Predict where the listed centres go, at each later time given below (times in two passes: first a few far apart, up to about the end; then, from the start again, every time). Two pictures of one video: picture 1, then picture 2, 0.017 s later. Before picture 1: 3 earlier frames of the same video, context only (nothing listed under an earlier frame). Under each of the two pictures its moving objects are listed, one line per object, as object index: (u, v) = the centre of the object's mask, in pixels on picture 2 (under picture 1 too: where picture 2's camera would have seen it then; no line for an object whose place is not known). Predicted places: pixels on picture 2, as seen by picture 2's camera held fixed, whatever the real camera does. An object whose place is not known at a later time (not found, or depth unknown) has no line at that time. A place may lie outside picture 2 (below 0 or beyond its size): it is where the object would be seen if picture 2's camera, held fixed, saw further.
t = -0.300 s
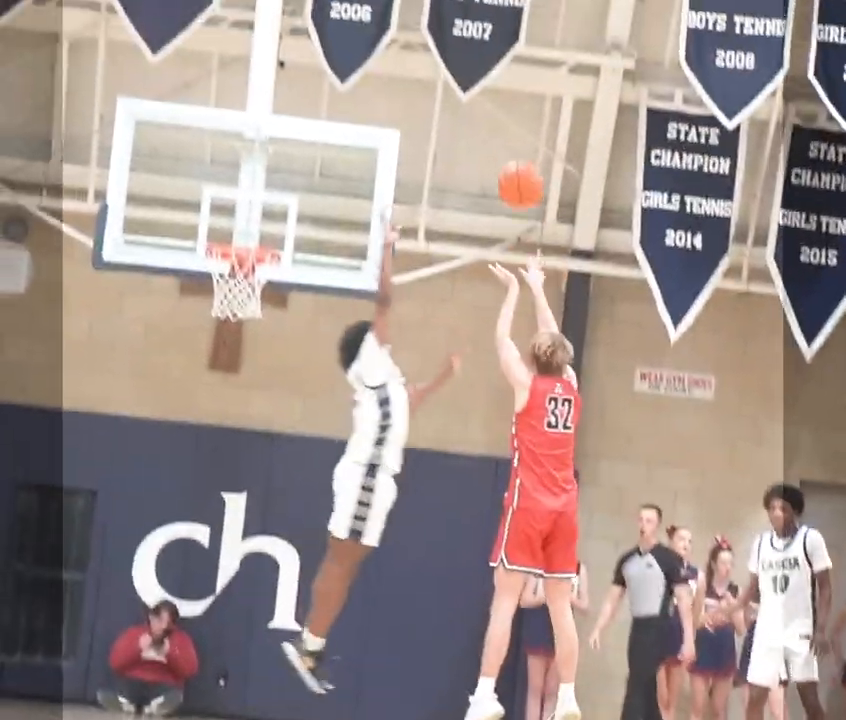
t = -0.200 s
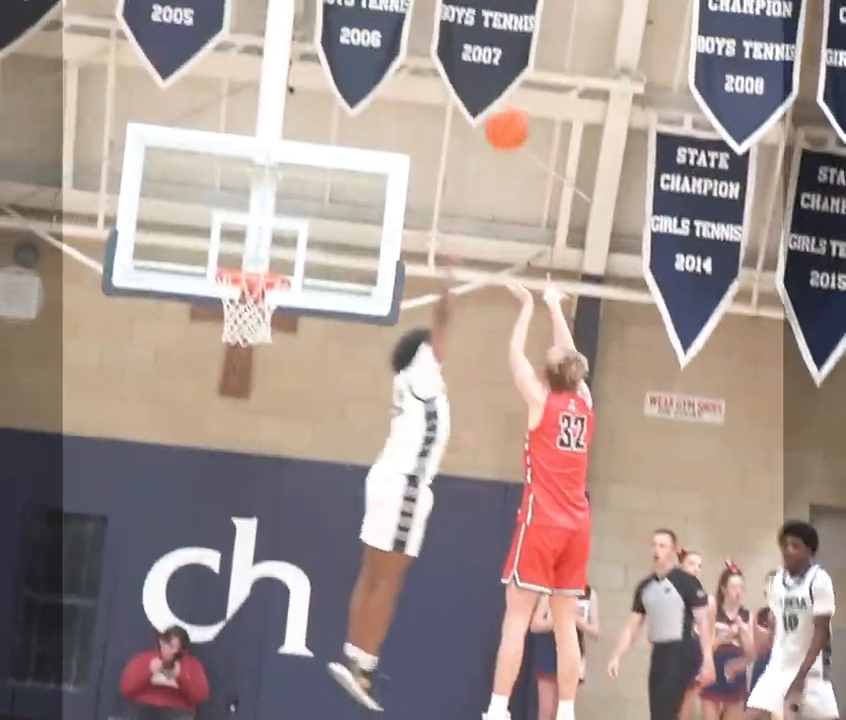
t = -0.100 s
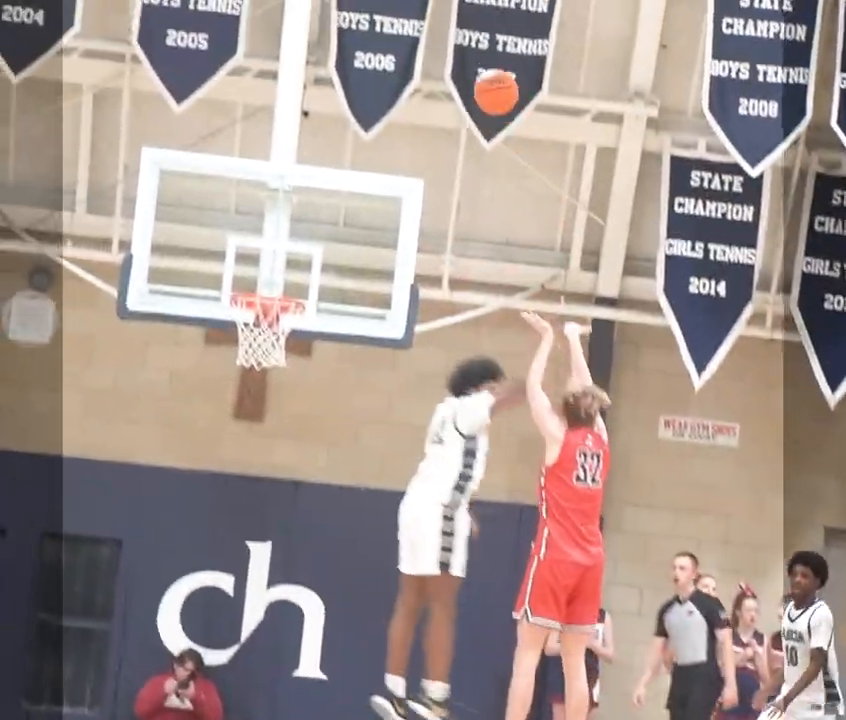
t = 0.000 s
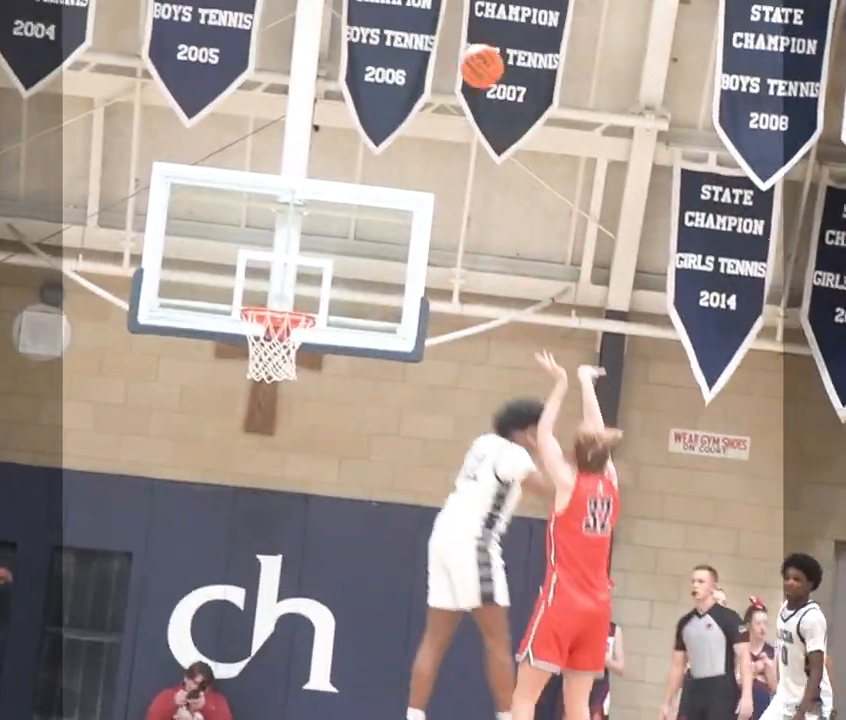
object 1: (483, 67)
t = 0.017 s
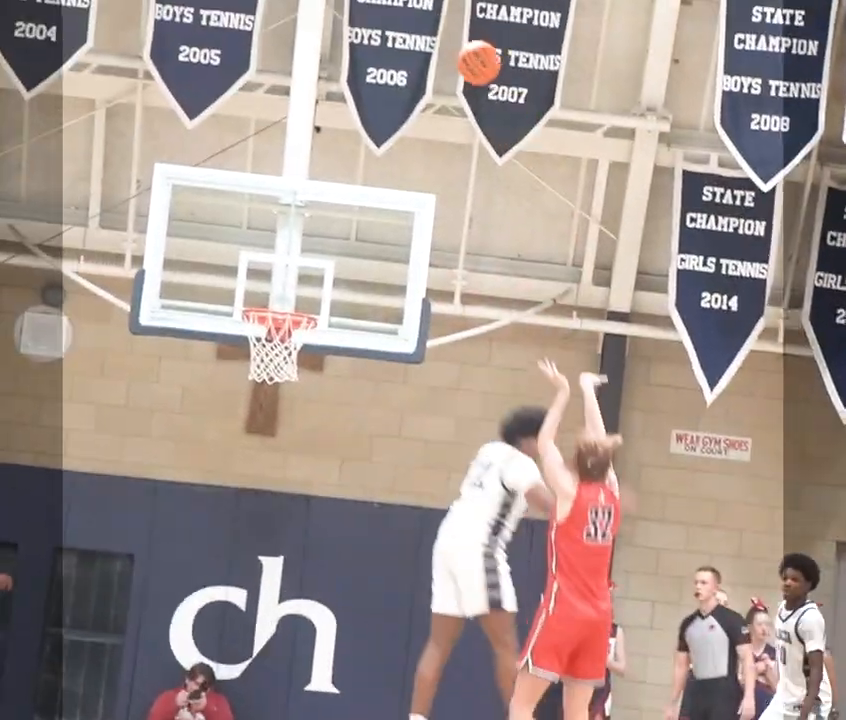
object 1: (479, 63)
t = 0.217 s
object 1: (425, 43)
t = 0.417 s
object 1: (369, 87)
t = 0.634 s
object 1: (305, 200)
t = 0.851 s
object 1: (312, 298)
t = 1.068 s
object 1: (400, 240)
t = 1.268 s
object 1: (477, 248)
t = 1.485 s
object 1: (552, 327)
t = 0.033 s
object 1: (474, 58)
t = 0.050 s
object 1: (470, 54)
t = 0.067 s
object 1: (466, 51)
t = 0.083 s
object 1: (462, 48)
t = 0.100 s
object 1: (457, 46)
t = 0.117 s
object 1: (452, 44)
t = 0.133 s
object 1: (448, 42)
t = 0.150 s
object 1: (443, 41)
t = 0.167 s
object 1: (439, 41)
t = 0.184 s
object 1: (434, 41)
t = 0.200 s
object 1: (431, 42)
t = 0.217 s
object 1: (425, 43)
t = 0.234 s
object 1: (421, 44)
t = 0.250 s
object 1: (416, 46)
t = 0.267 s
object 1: (412, 48)
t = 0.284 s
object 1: (407, 51)
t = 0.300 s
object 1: (403, 54)
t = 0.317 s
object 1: (398, 57)
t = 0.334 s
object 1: (393, 61)
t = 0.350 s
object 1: (389, 66)
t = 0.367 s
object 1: (383, 71)
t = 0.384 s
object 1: (379, 76)
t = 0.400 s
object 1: (374, 81)
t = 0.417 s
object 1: (369, 87)
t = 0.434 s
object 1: (365, 94)
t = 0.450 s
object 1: (360, 100)
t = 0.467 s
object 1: (356, 106)
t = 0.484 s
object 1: (351, 114)
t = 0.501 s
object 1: (346, 123)
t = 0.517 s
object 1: (340, 131)
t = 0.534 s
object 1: (336, 138)
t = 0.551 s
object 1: (331, 148)
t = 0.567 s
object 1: (326, 157)
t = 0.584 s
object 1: (321, 166)
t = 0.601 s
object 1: (316, 176)
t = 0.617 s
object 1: (310, 188)
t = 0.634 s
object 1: (305, 200)
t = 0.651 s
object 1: (299, 212)
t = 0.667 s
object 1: (295, 220)
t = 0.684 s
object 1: (290, 232)
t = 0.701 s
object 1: (284, 245)
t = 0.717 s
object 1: (278, 259)
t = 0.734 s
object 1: (273, 273)
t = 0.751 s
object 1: (267, 284)
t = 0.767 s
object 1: (263, 295)
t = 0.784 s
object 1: (264, 300)
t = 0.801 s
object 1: (279, 300)
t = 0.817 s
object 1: (294, 300)
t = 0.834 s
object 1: (305, 300)
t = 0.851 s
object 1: (312, 298)
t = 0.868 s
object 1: (320, 292)
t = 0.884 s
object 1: (327, 285)
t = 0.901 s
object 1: (335, 279)
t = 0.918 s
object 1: (342, 272)
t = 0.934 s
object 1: (349, 268)
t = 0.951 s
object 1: (355, 263)
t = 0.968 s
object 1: (362, 258)
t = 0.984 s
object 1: (369, 254)
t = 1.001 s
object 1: (377, 250)
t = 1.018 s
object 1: (383, 247)
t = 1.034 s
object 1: (390, 244)
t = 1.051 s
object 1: (395, 242)
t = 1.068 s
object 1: (400, 240)
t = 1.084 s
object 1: (407, 239)
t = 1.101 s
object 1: (414, 238)
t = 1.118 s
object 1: (422, 237)
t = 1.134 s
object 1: (429, 236)
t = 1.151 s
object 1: (436, 237)
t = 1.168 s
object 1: (442, 237)
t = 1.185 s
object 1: (448, 238)
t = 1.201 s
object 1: (453, 238)
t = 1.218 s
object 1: (459, 241)
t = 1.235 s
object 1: (466, 243)
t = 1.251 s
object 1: (472, 246)
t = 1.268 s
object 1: (477, 248)
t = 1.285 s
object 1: (483, 252)
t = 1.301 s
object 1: (489, 256)
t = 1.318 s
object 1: (495, 260)
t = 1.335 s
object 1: (501, 264)
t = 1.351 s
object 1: (507, 270)
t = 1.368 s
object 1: (513, 275)
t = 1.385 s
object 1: (519, 281)
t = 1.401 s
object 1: (525, 289)
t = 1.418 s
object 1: (531, 295)
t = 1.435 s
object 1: (537, 302)
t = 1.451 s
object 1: (541, 310)
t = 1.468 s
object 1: (547, 319)
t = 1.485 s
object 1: (552, 327)
